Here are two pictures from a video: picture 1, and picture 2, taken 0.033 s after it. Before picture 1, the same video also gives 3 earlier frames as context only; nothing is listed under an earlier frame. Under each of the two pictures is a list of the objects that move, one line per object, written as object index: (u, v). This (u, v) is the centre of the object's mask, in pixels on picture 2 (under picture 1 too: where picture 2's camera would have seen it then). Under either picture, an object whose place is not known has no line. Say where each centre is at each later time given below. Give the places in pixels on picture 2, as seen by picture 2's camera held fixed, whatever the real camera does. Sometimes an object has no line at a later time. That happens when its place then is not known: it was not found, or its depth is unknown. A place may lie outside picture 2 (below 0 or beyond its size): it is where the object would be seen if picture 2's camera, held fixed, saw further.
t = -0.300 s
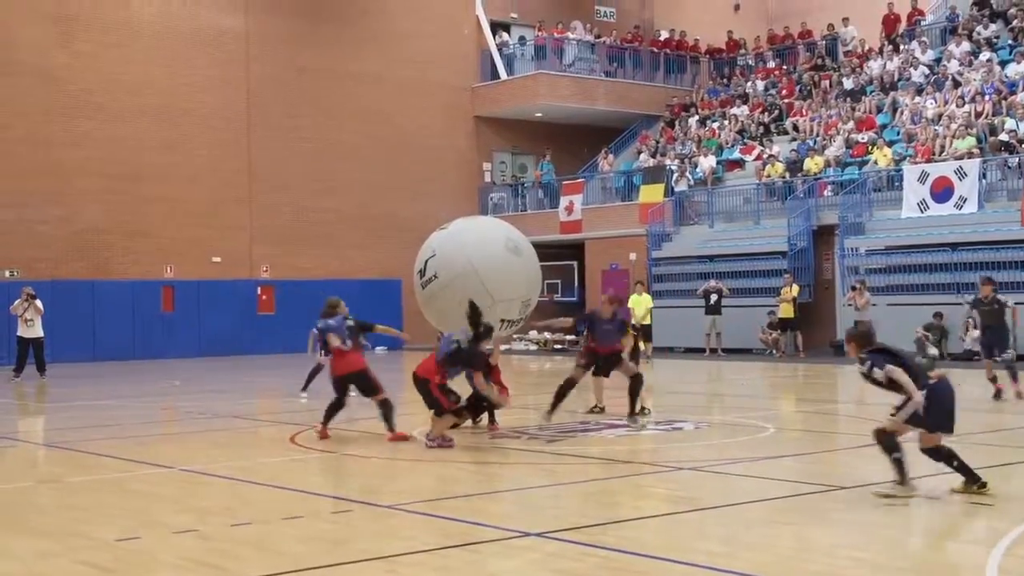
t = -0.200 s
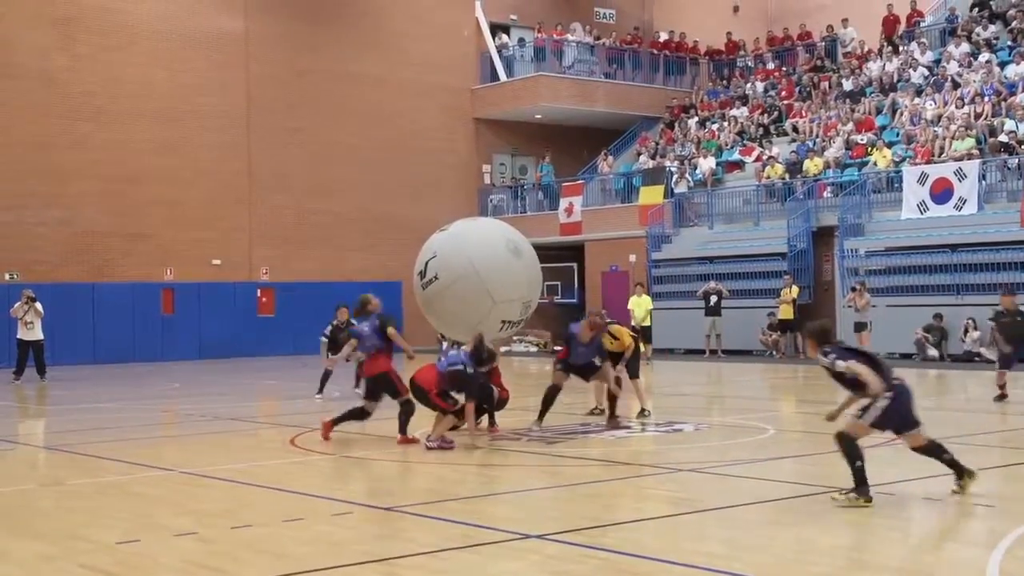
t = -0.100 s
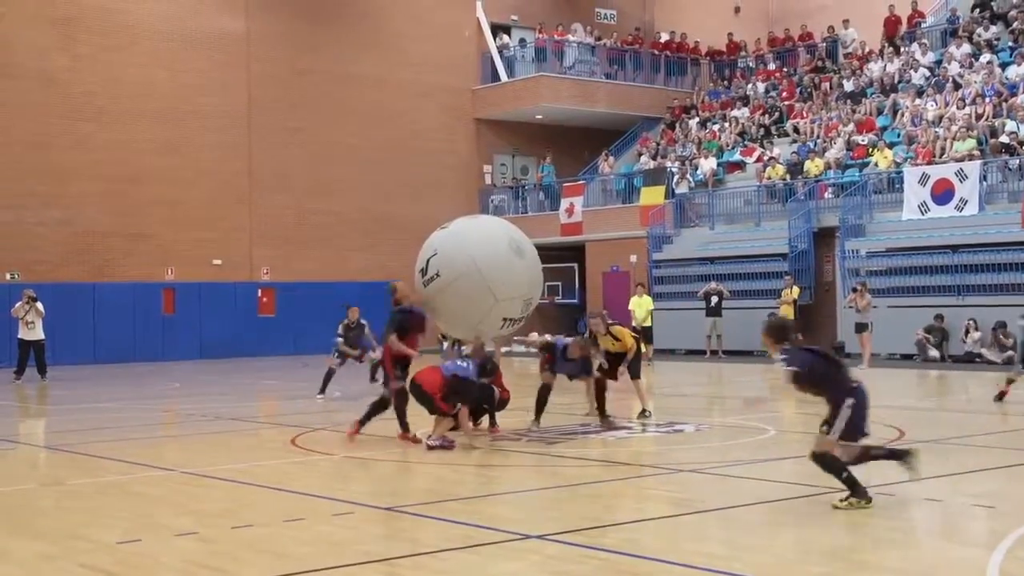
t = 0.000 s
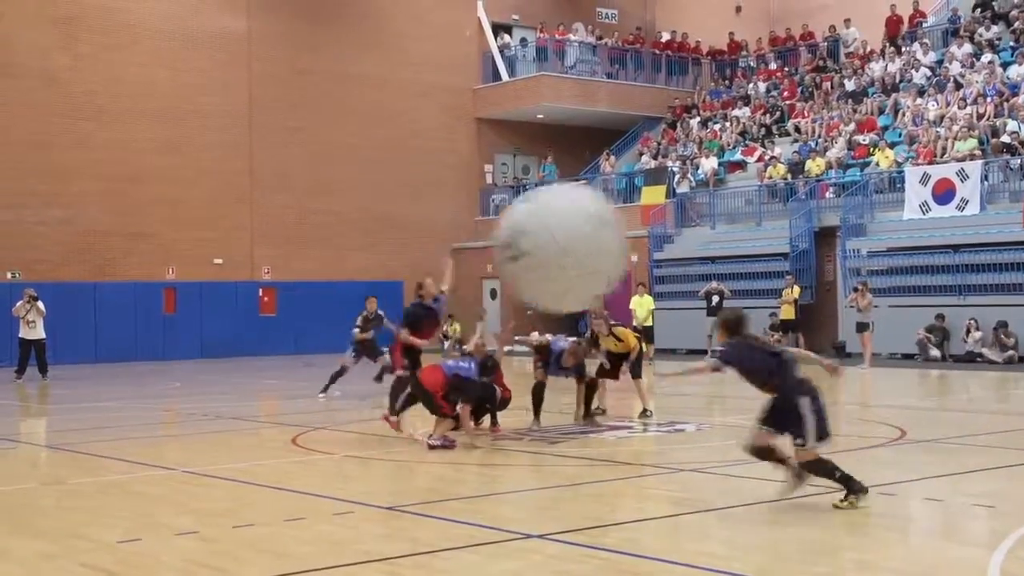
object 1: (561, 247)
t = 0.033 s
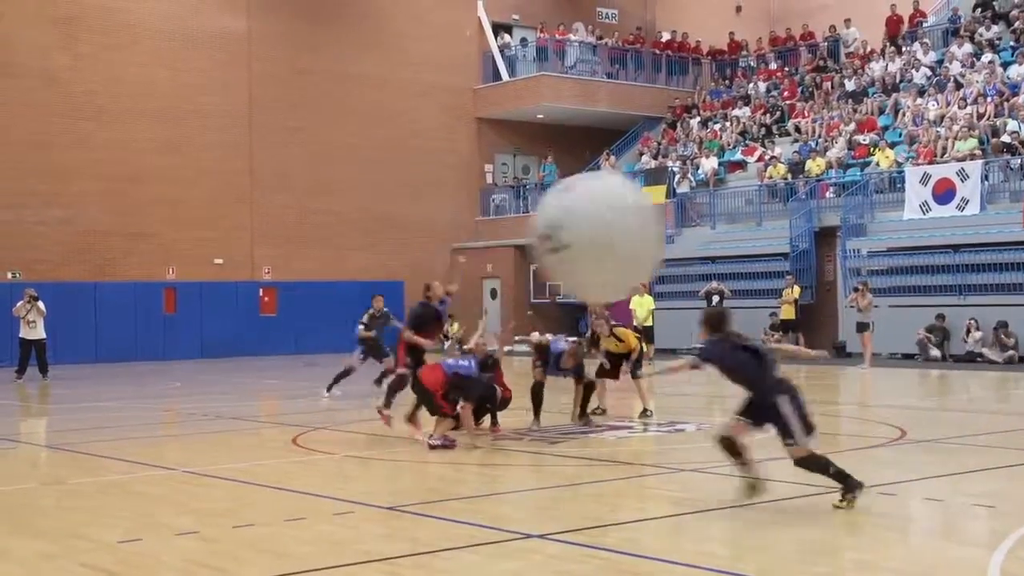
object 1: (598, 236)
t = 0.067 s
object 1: (635, 226)
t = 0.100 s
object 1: (673, 215)
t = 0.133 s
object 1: (711, 206)
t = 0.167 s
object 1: (752, 198)
